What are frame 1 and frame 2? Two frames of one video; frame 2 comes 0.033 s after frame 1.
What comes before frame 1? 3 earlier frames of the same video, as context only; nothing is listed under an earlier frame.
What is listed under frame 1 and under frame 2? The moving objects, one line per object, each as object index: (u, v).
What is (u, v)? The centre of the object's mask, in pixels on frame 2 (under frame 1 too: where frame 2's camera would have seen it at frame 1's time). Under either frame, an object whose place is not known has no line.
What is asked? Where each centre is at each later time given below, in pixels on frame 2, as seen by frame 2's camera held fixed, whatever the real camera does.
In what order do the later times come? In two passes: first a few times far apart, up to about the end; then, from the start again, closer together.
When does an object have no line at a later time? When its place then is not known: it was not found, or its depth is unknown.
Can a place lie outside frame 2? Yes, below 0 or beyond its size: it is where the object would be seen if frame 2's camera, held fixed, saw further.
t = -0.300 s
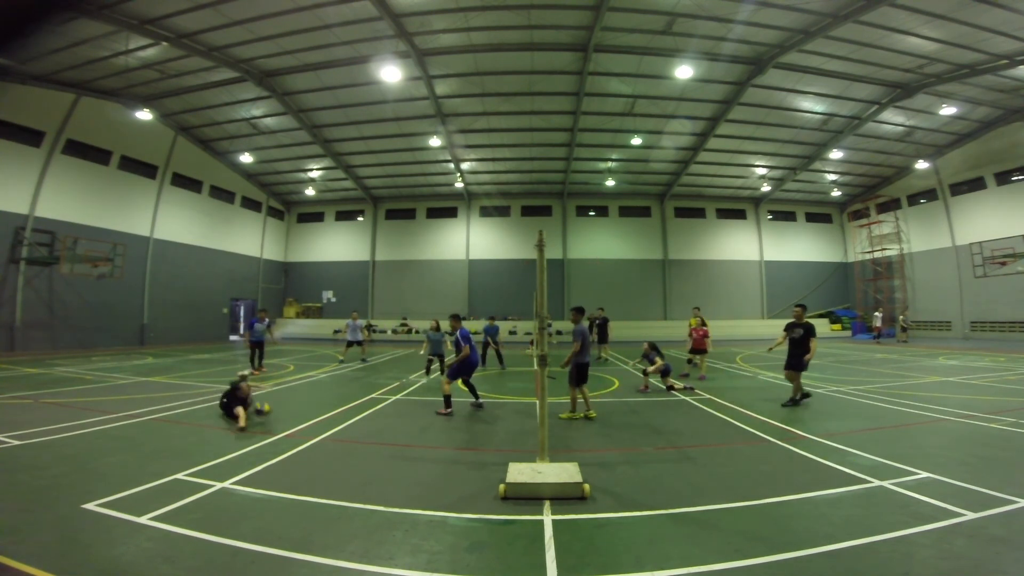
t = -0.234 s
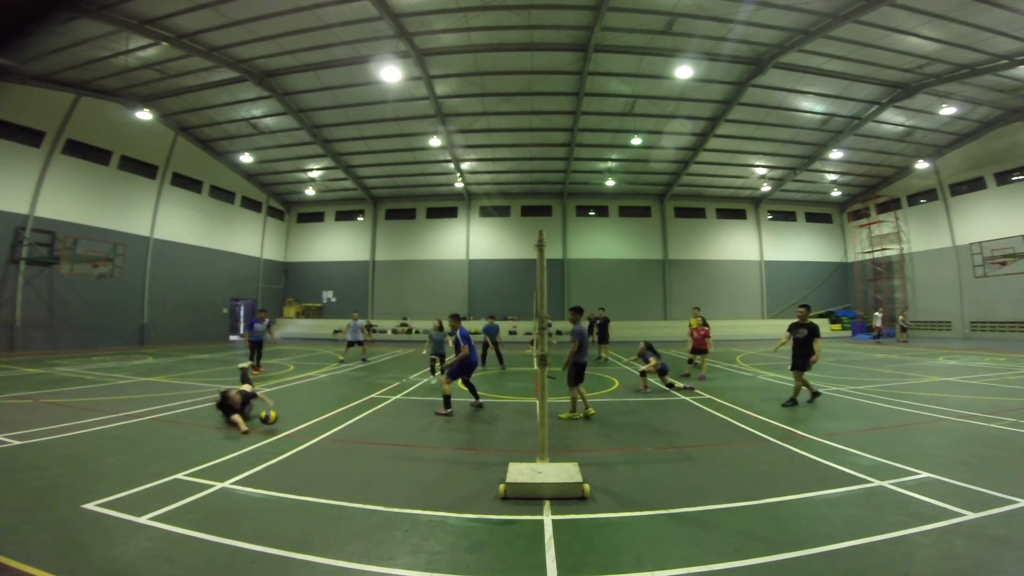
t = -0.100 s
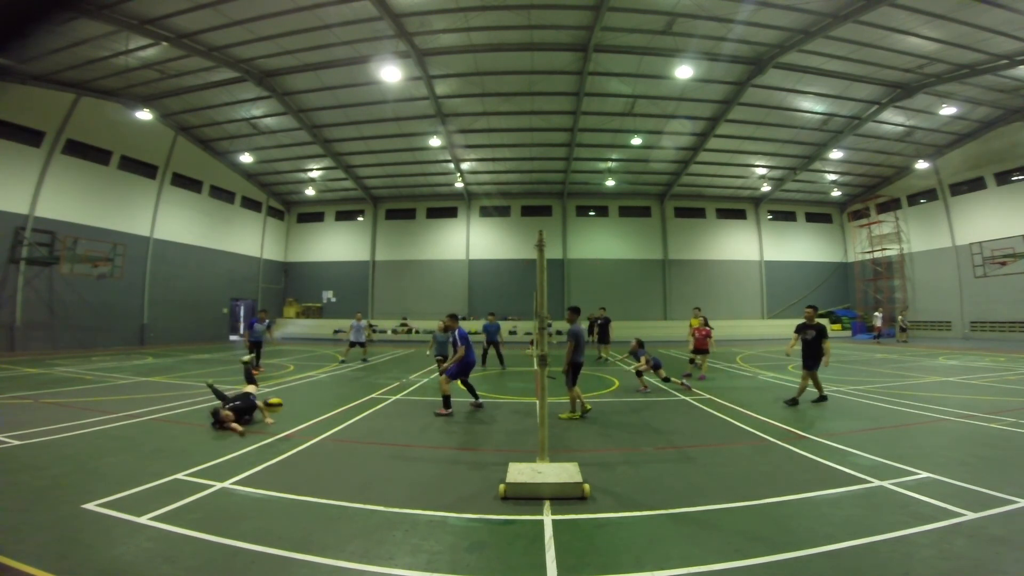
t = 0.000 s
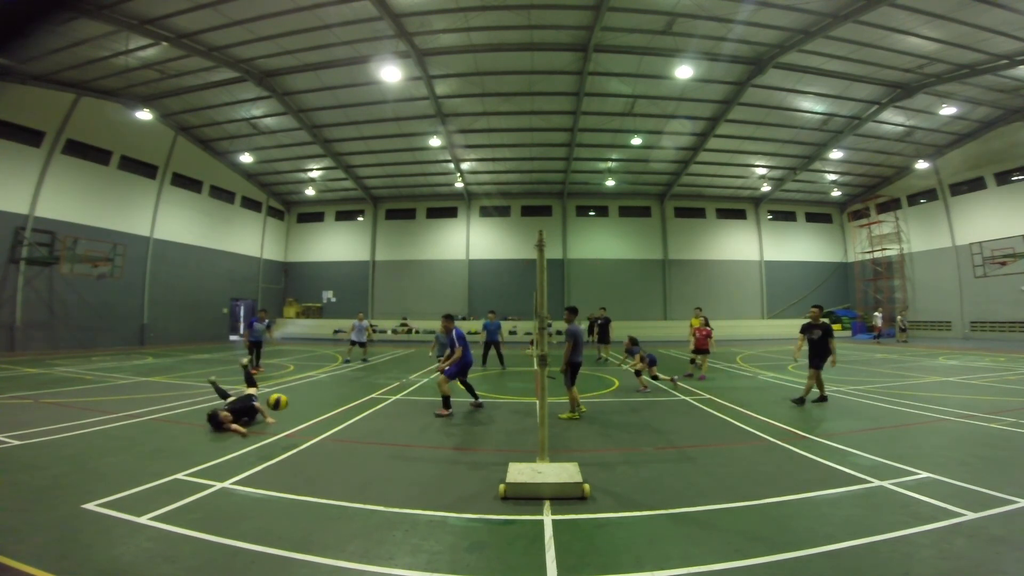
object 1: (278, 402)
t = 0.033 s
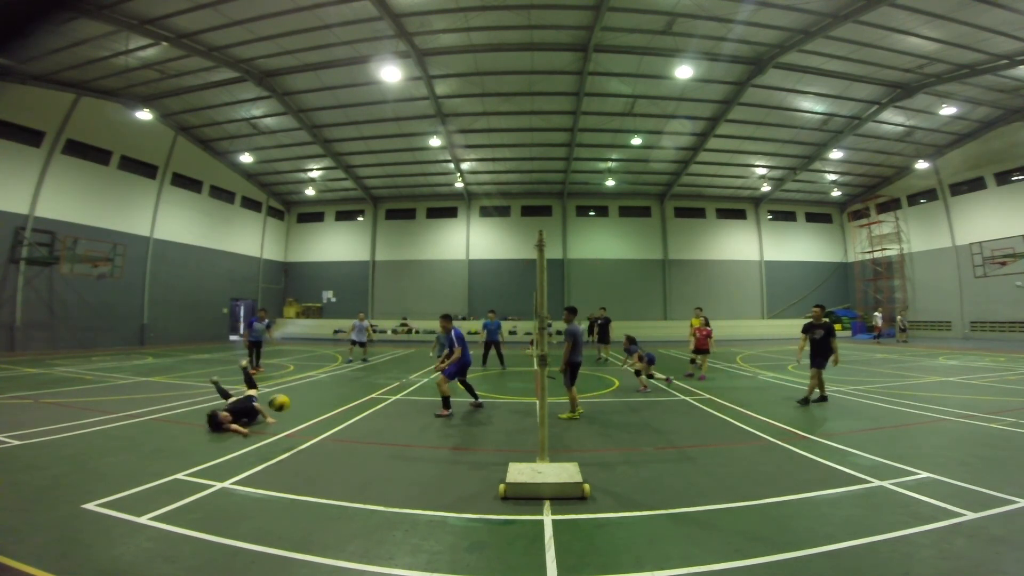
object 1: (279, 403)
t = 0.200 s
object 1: (291, 423)
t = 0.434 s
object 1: (316, 473)
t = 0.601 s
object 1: (332, 471)
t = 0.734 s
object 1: (354, 495)
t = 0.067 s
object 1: (281, 405)
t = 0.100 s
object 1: (283, 407)
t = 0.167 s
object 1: (287, 416)
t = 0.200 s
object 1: (291, 423)
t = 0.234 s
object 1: (294, 430)
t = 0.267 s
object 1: (298, 438)
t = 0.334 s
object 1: (305, 460)
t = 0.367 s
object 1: (310, 475)
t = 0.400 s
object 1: (313, 476)
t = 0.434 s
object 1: (316, 473)
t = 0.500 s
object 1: (321, 469)
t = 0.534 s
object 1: (324, 468)
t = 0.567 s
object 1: (328, 469)
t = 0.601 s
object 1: (332, 471)
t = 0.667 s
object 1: (342, 480)
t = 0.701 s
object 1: (348, 486)
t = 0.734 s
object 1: (354, 495)
